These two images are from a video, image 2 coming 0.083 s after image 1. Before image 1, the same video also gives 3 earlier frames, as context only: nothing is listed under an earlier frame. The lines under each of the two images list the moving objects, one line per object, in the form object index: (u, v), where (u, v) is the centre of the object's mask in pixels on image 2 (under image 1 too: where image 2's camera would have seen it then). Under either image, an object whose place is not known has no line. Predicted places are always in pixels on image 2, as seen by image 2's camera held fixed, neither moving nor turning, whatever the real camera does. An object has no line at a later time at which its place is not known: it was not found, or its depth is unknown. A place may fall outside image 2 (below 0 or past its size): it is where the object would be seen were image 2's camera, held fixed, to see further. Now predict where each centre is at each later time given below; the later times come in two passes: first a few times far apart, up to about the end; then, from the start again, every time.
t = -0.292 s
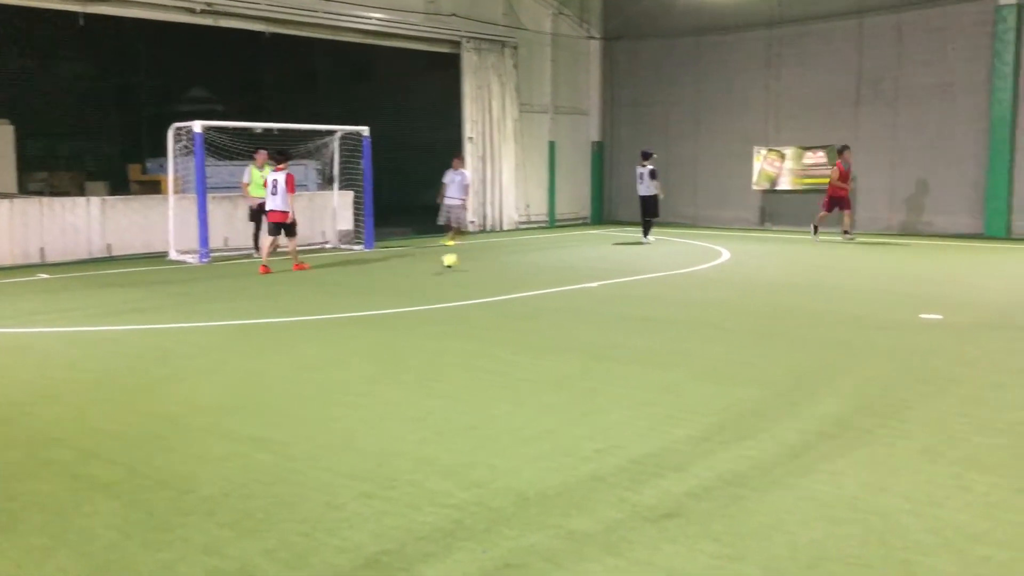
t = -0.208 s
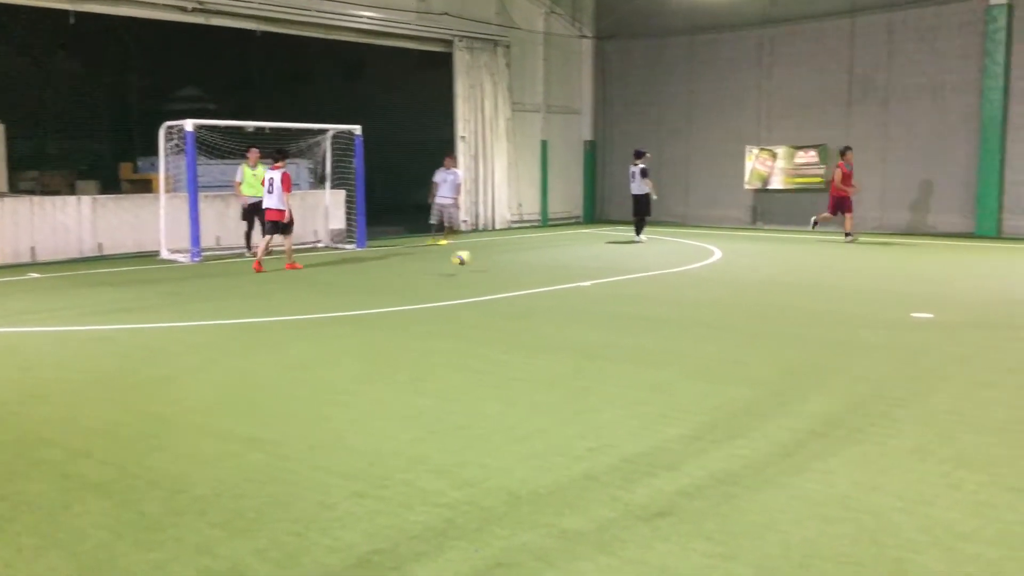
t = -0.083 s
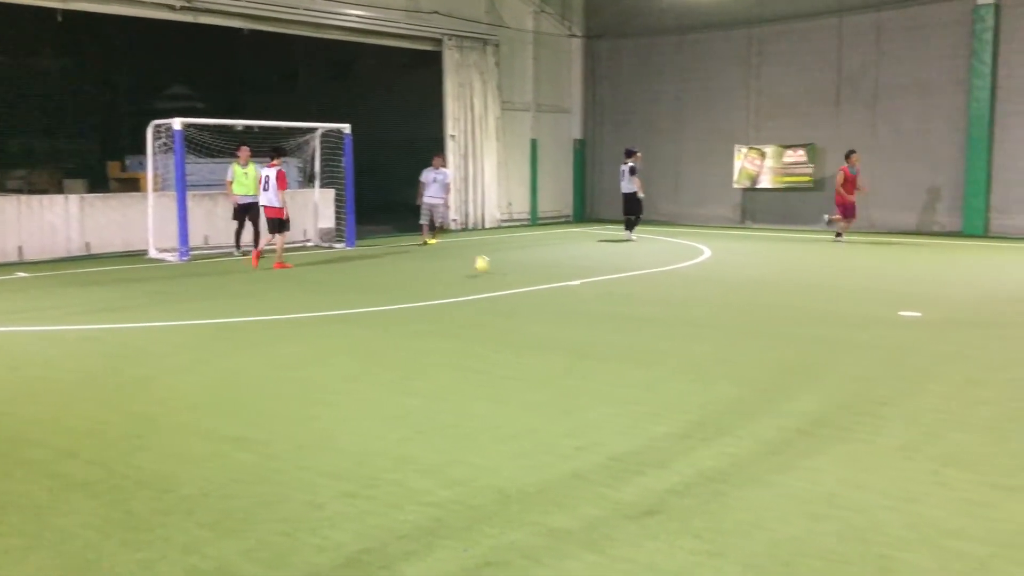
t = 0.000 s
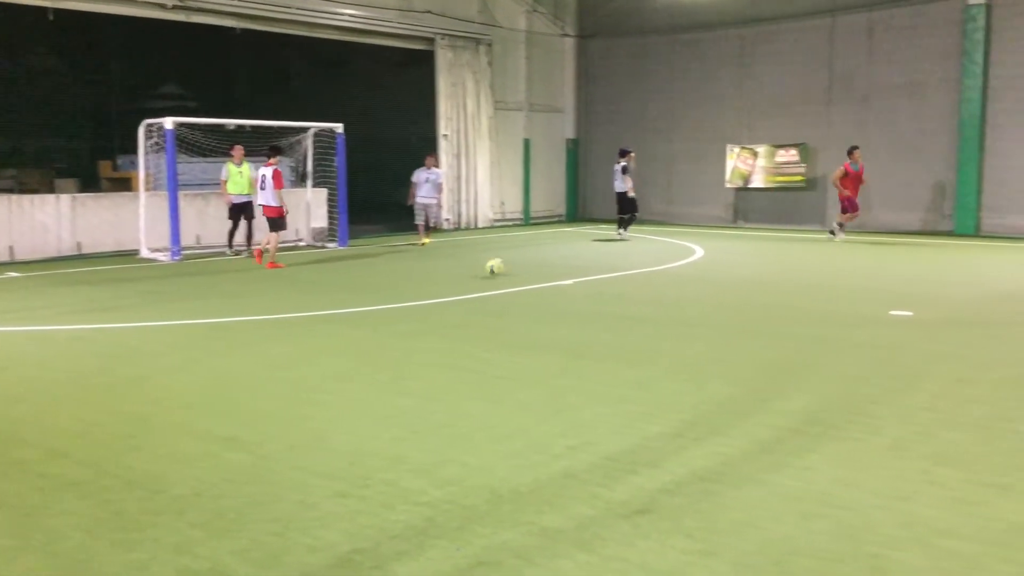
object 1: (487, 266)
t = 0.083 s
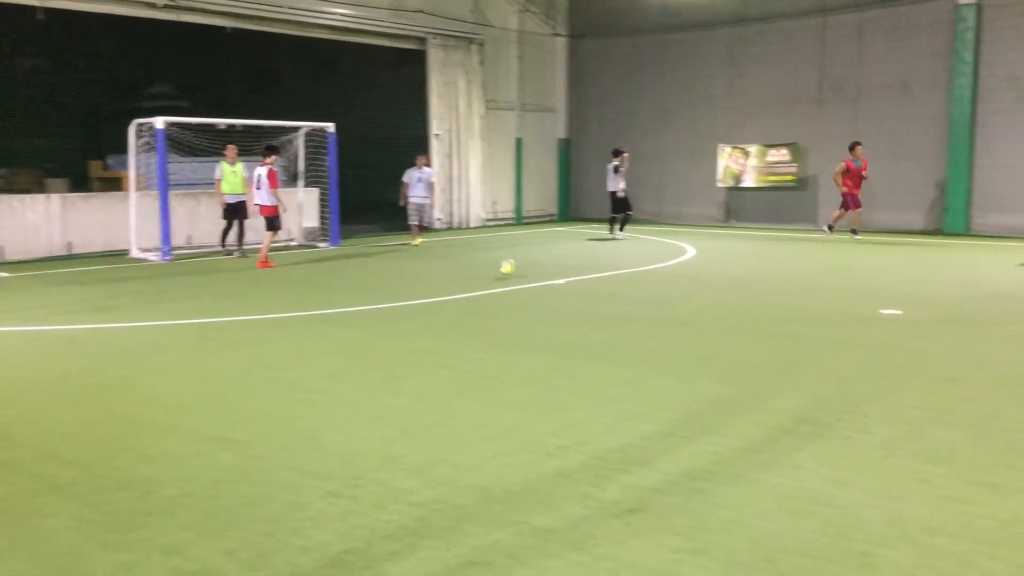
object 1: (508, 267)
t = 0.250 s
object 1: (549, 273)
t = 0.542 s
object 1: (624, 279)
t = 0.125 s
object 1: (517, 269)
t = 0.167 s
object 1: (528, 270)
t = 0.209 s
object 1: (538, 270)
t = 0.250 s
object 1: (549, 273)
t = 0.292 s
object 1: (558, 273)
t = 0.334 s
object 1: (569, 274)
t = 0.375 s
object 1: (580, 275)
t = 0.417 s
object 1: (590, 276)
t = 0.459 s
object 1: (601, 277)
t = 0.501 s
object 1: (612, 278)
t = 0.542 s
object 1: (624, 279)
